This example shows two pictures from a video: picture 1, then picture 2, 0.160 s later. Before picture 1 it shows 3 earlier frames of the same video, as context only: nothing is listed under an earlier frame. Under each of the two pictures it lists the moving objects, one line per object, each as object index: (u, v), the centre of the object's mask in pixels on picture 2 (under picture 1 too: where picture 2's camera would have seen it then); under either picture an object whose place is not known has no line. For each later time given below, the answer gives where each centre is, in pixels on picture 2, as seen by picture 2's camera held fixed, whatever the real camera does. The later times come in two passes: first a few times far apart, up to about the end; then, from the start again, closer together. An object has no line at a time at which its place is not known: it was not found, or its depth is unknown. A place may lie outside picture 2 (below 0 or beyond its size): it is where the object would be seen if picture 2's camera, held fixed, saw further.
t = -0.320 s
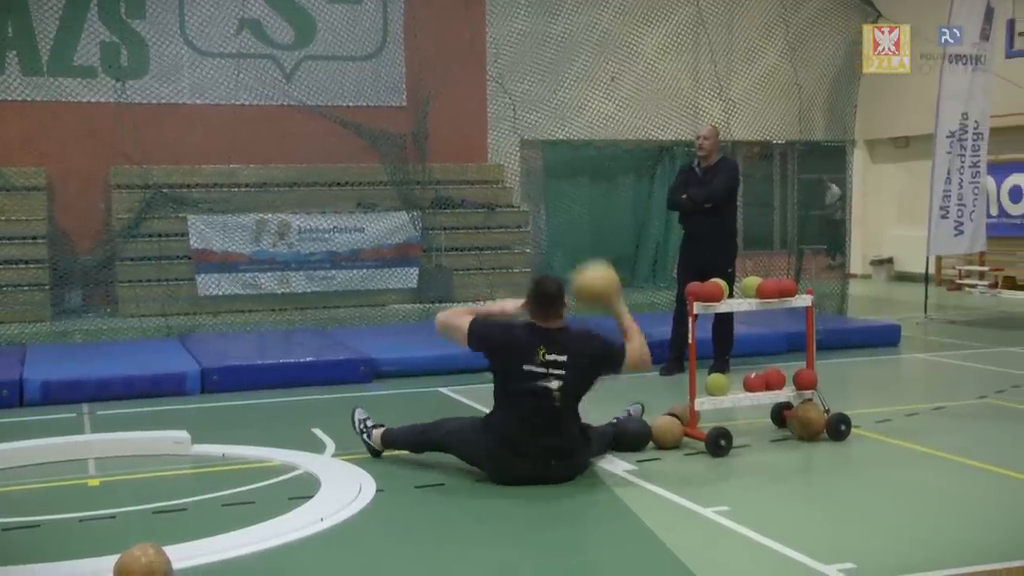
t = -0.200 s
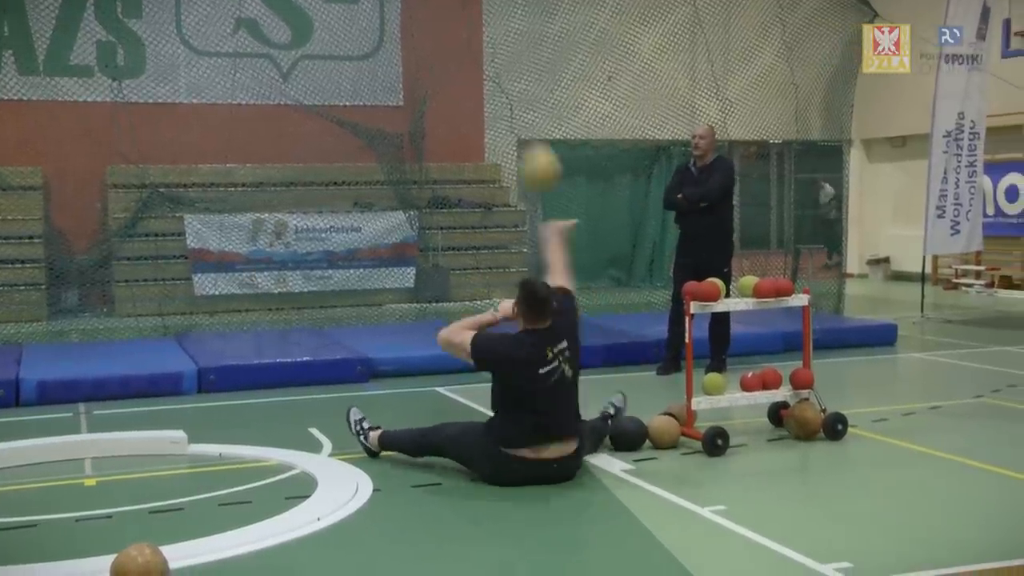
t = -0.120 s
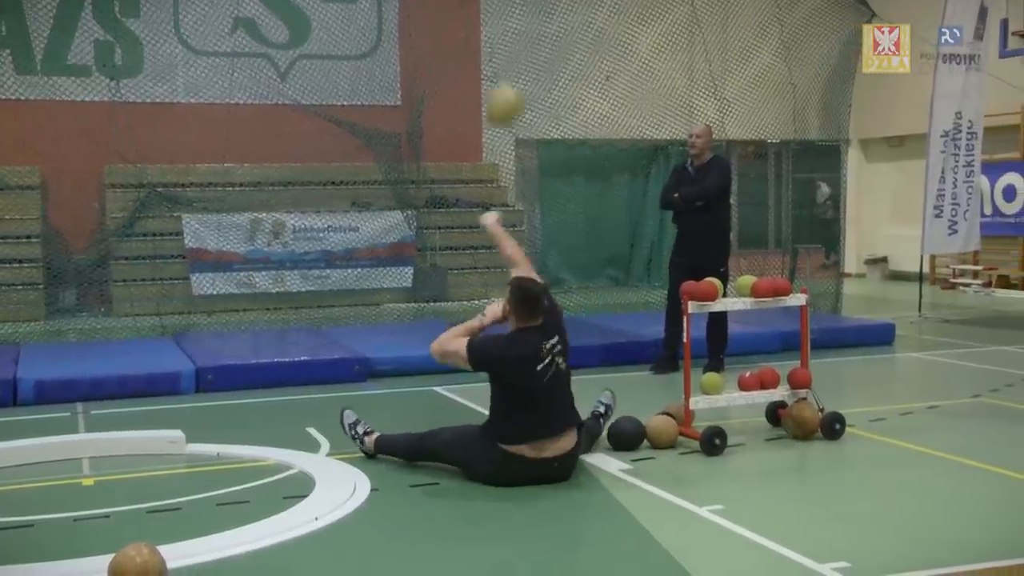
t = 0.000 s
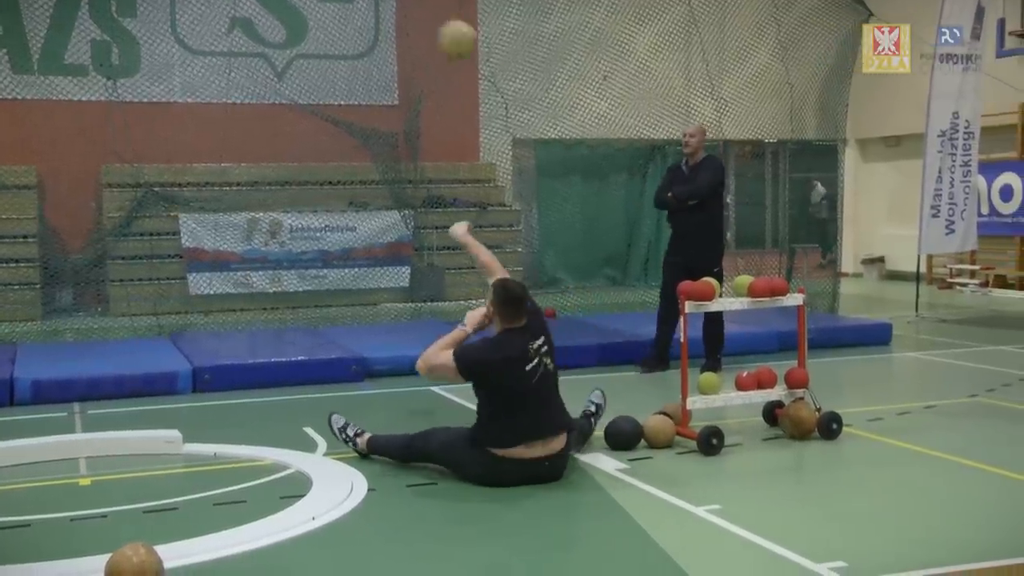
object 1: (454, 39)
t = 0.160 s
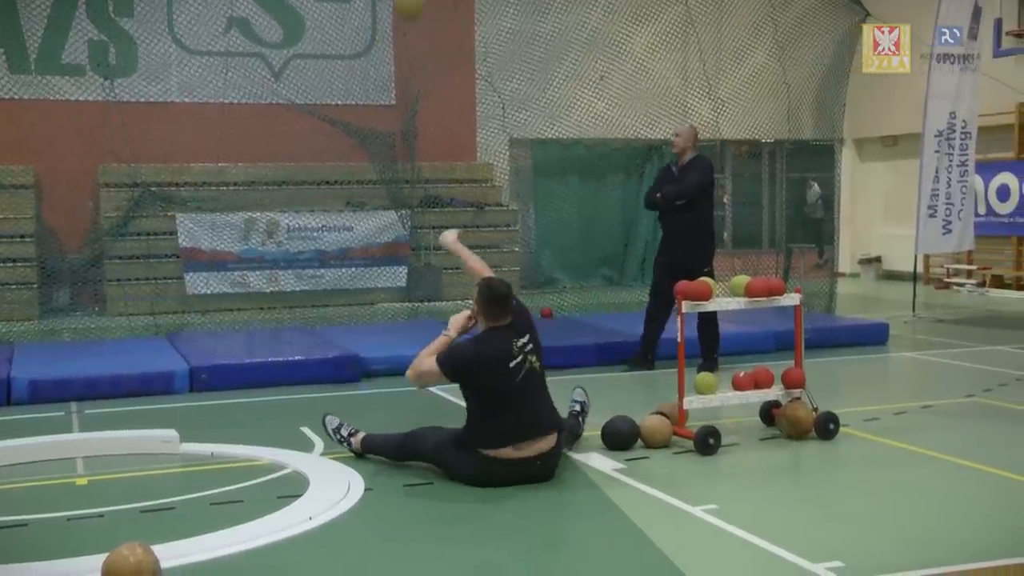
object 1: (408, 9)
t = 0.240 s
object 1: (389, 6)
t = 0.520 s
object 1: (333, 46)
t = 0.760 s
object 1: (310, 116)
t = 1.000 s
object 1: (324, 151)
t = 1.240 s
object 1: (340, 217)
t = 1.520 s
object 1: (353, 316)
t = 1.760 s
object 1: (341, 289)
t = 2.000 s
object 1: (327, 318)
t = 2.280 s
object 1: (318, 316)
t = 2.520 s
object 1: (314, 320)
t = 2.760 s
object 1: (313, 320)
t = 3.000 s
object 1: (313, 320)
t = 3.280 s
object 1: (313, 321)
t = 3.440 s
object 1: (312, 321)
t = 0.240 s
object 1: (389, 6)
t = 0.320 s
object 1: (371, 8)
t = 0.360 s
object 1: (361, 11)
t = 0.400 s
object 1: (353, 14)
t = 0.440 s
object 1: (347, 24)
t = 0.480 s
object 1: (339, 33)
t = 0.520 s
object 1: (333, 46)
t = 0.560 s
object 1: (327, 60)
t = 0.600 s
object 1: (321, 76)
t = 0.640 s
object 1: (315, 89)
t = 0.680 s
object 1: (313, 101)
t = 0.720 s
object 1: (310, 110)
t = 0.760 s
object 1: (310, 116)
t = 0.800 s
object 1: (311, 122)
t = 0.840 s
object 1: (314, 127)
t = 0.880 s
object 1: (316, 133)
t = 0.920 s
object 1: (319, 139)
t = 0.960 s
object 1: (320, 145)
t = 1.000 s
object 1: (324, 151)
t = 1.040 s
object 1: (327, 157)
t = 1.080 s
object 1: (329, 168)
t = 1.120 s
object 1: (332, 176)
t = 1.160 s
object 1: (334, 190)
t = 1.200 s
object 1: (338, 202)
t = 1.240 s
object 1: (340, 217)
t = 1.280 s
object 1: (344, 238)
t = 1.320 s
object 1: (346, 253)
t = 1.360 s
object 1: (350, 276)
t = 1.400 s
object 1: (353, 302)
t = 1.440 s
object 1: (354, 319)
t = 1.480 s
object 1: (354, 323)
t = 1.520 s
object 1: (353, 316)
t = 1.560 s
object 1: (351, 307)
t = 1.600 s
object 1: (349, 300)
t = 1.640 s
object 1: (347, 294)
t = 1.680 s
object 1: (344, 292)
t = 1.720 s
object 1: (342, 290)
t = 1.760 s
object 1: (341, 289)
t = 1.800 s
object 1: (338, 289)
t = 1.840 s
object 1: (336, 290)
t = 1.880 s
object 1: (335, 294)
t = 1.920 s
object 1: (331, 304)
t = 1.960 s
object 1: (331, 312)
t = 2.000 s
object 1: (327, 318)
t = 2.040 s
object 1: (327, 317)
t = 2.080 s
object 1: (325, 315)
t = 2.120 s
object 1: (323, 312)
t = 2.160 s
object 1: (322, 311)
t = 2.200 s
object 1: (321, 311)
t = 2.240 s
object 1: (320, 312)
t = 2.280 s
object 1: (318, 316)
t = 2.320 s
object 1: (317, 318)
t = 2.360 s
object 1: (316, 319)
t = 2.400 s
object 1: (316, 318)
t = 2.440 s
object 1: (315, 318)
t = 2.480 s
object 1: (315, 319)
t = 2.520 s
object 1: (314, 320)
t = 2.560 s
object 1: (314, 320)
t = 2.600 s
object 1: (313, 321)
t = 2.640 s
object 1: (313, 321)
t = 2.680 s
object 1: (313, 321)
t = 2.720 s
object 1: (313, 320)
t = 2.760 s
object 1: (313, 320)
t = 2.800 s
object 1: (313, 320)
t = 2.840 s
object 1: (313, 320)
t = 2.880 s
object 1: (313, 320)
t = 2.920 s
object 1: (313, 320)
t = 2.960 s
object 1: (313, 320)
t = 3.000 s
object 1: (313, 320)
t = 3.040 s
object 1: (313, 320)
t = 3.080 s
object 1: (313, 320)
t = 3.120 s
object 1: (313, 321)
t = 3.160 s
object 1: (313, 321)
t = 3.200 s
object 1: (313, 321)
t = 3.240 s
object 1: (313, 321)
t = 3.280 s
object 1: (313, 321)
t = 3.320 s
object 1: (313, 321)
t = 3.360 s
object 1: (313, 321)
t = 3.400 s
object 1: (313, 321)
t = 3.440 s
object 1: (312, 321)
